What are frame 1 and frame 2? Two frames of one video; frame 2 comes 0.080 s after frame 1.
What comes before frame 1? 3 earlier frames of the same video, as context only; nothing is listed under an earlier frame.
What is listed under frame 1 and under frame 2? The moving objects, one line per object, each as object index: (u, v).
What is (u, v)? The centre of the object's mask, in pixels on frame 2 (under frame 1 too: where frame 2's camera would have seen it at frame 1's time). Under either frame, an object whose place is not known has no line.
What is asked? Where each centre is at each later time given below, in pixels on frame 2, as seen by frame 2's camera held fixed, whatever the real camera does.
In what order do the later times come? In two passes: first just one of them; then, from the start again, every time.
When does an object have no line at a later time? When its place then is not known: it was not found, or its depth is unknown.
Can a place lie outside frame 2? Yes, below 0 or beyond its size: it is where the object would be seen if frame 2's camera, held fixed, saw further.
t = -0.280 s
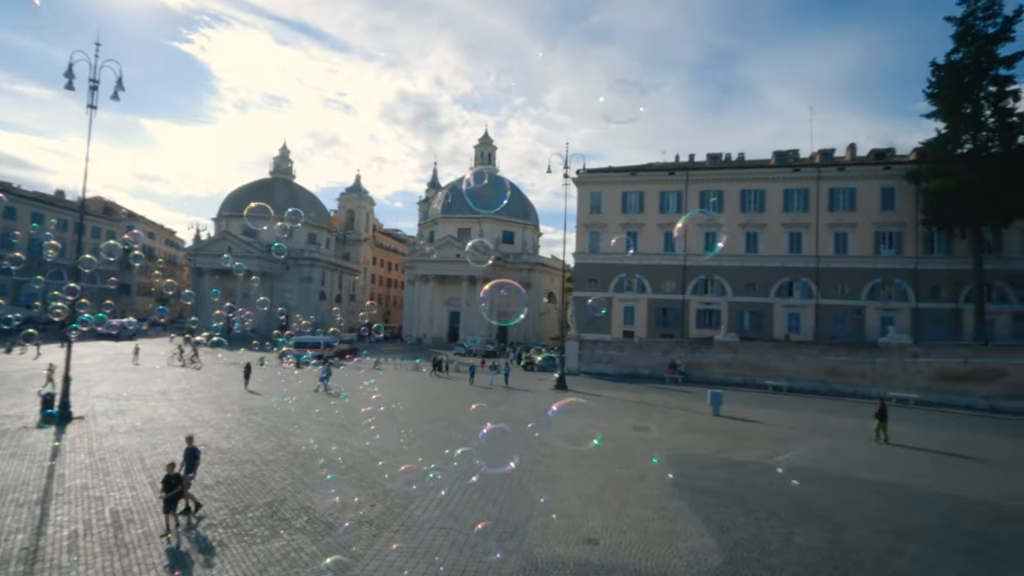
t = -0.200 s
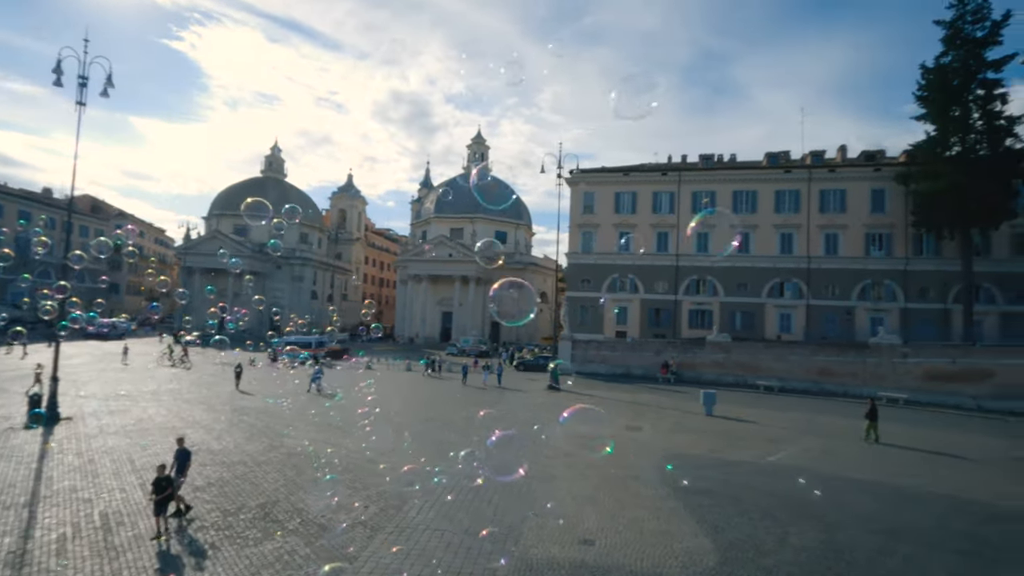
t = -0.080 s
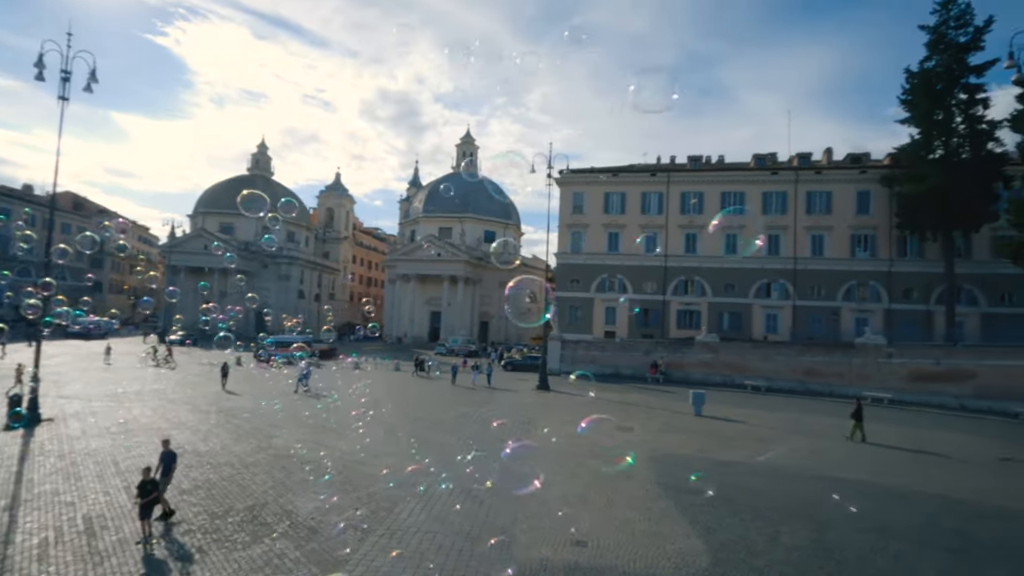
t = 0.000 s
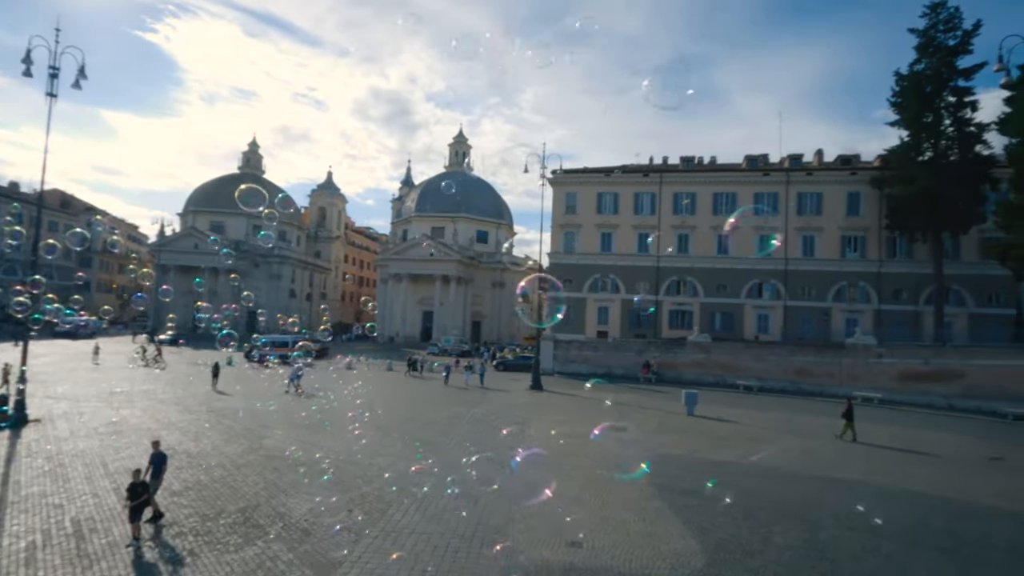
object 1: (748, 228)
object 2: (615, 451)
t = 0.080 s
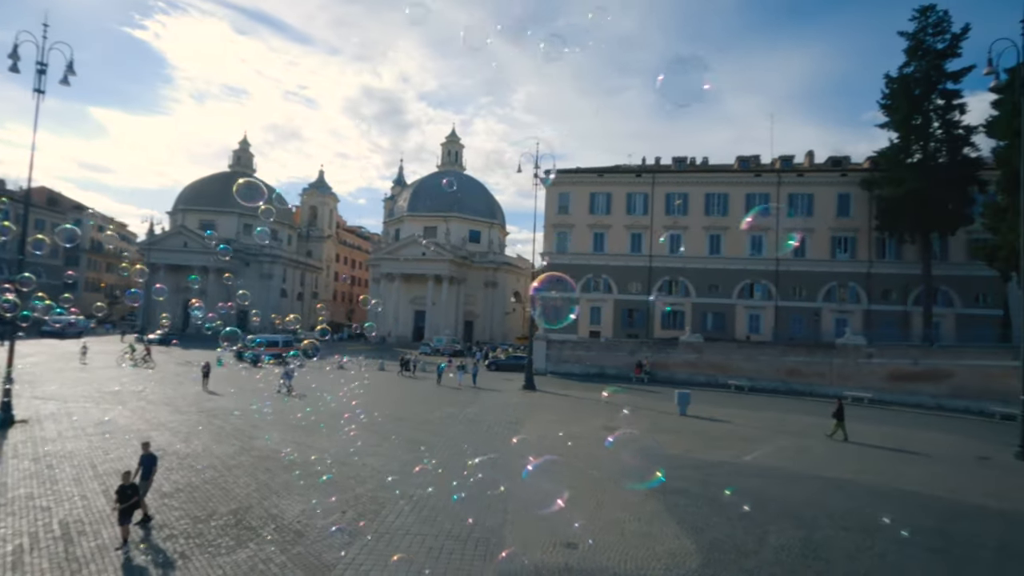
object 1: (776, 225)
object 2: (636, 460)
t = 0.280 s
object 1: (849, 221)
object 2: (690, 484)
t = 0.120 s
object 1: (788, 226)
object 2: (649, 464)
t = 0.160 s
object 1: (801, 225)
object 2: (658, 469)
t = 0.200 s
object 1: (813, 224)
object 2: (669, 473)
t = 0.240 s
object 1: (833, 224)
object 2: (678, 479)
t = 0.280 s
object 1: (849, 221)
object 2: (690, 484)
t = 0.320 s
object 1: (863, 224)
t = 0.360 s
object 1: (878, 225)
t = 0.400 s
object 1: (896, 223)
